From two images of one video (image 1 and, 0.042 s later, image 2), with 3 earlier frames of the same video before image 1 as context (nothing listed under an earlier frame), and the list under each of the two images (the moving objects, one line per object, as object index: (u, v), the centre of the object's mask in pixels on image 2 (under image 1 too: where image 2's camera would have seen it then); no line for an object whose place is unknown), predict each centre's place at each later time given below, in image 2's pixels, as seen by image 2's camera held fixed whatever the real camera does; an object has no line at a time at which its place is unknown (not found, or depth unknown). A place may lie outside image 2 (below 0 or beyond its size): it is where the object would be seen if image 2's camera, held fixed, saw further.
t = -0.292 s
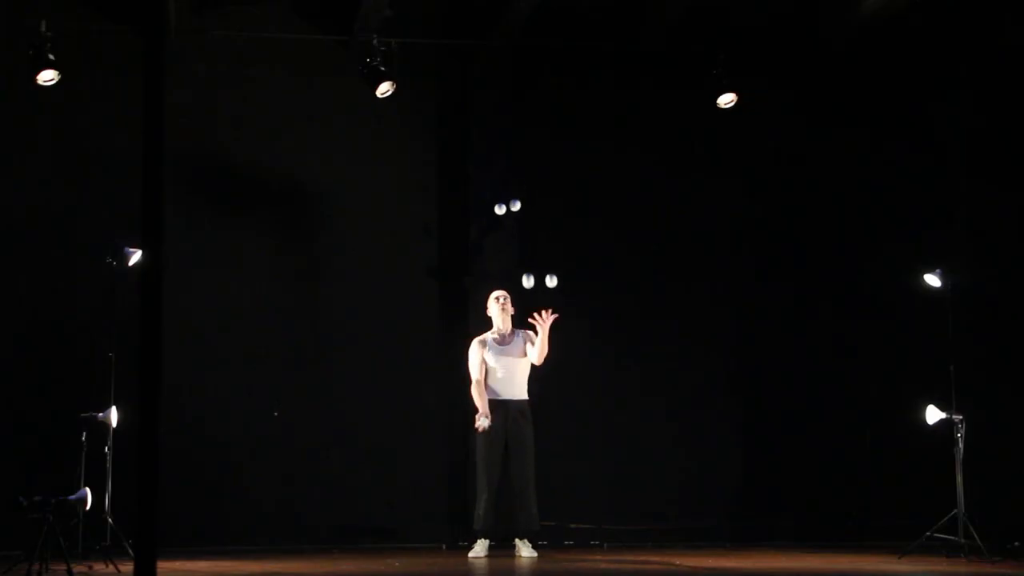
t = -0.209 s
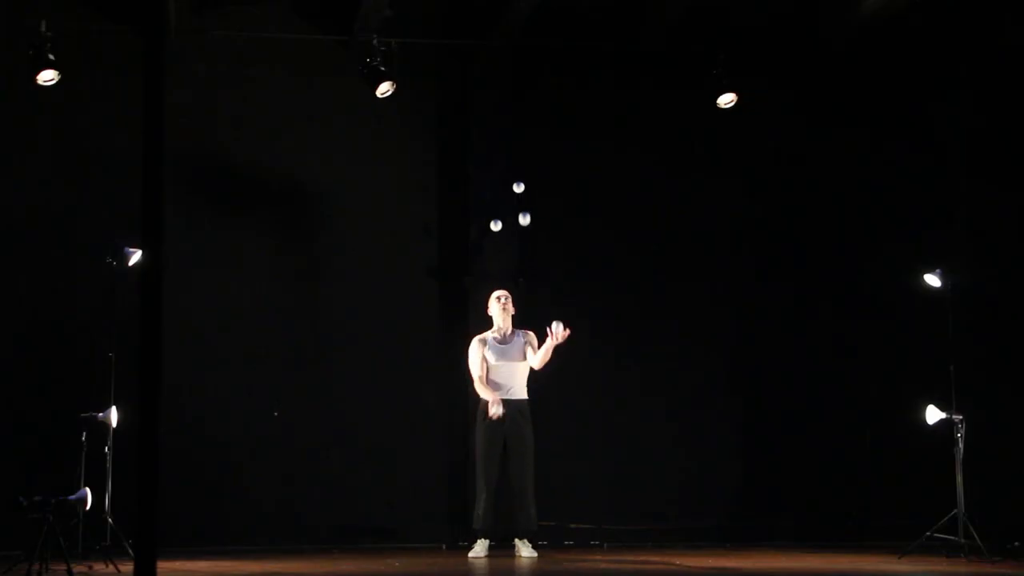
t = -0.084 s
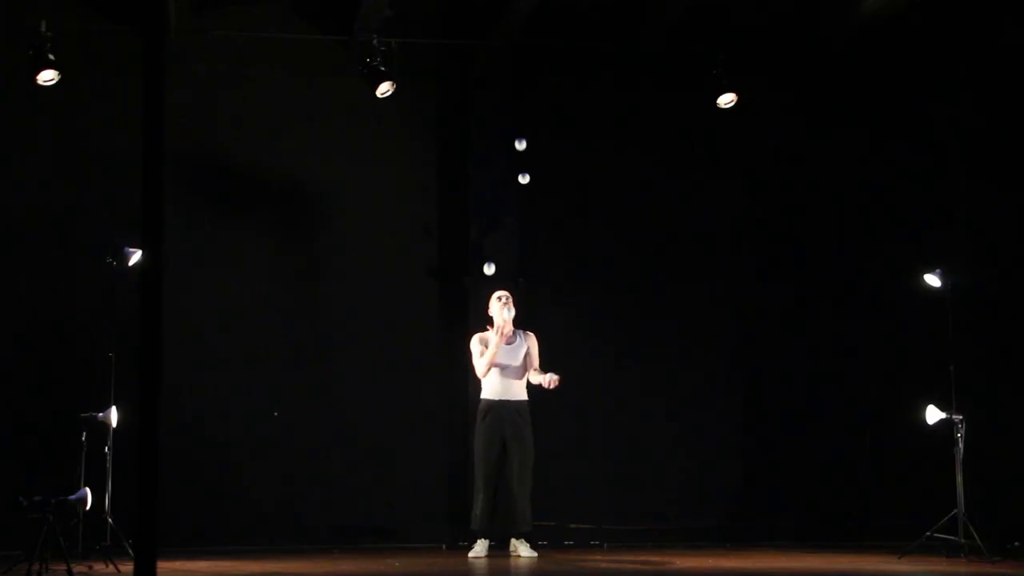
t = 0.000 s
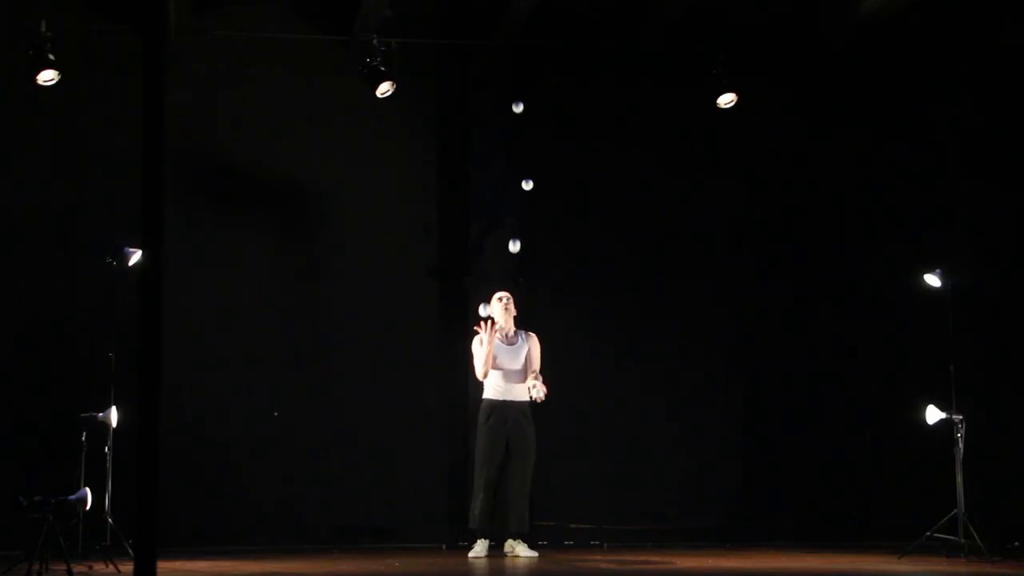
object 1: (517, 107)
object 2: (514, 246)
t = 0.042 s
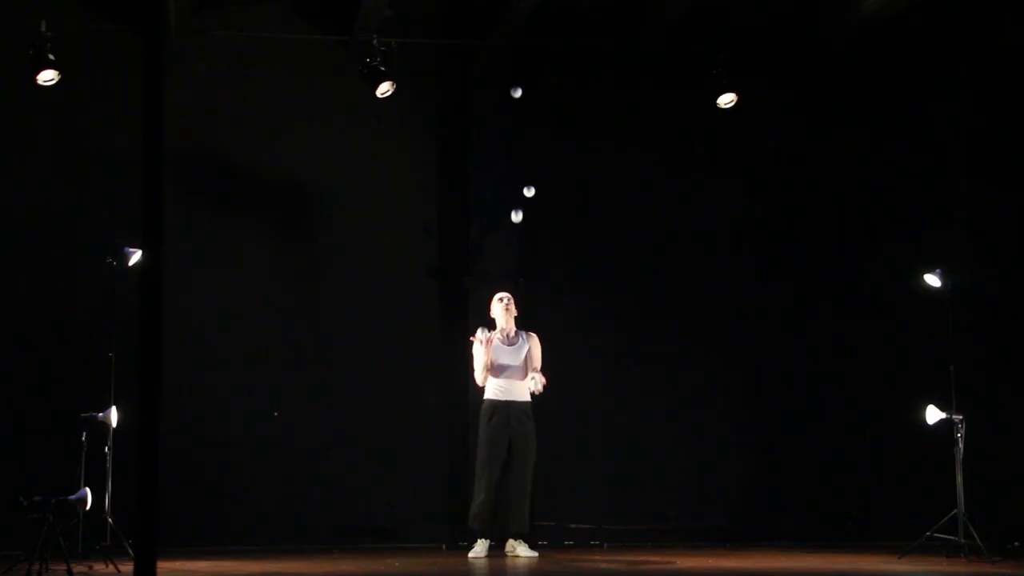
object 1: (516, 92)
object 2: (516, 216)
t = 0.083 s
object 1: (514, 80)
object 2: (519, 188)
